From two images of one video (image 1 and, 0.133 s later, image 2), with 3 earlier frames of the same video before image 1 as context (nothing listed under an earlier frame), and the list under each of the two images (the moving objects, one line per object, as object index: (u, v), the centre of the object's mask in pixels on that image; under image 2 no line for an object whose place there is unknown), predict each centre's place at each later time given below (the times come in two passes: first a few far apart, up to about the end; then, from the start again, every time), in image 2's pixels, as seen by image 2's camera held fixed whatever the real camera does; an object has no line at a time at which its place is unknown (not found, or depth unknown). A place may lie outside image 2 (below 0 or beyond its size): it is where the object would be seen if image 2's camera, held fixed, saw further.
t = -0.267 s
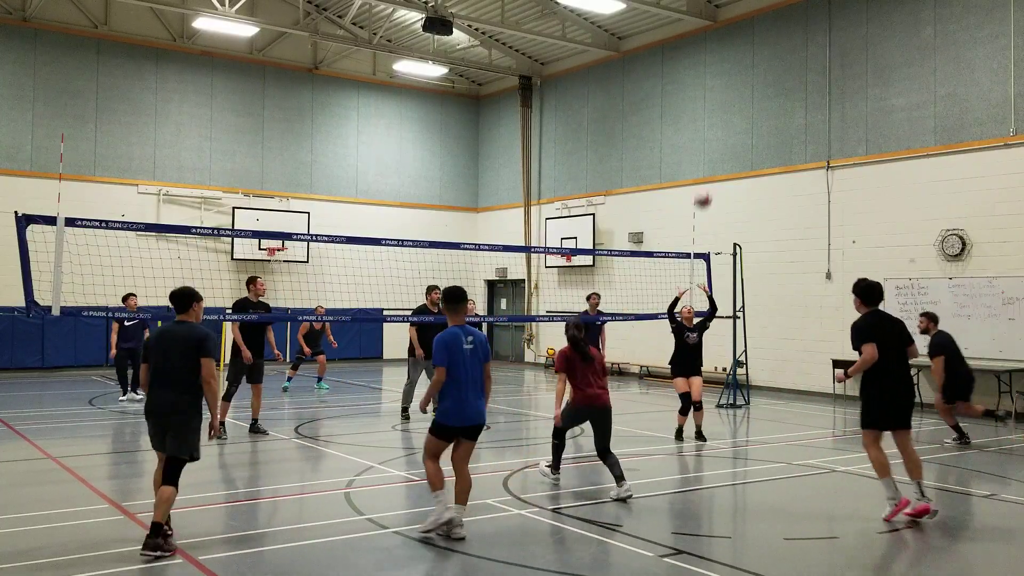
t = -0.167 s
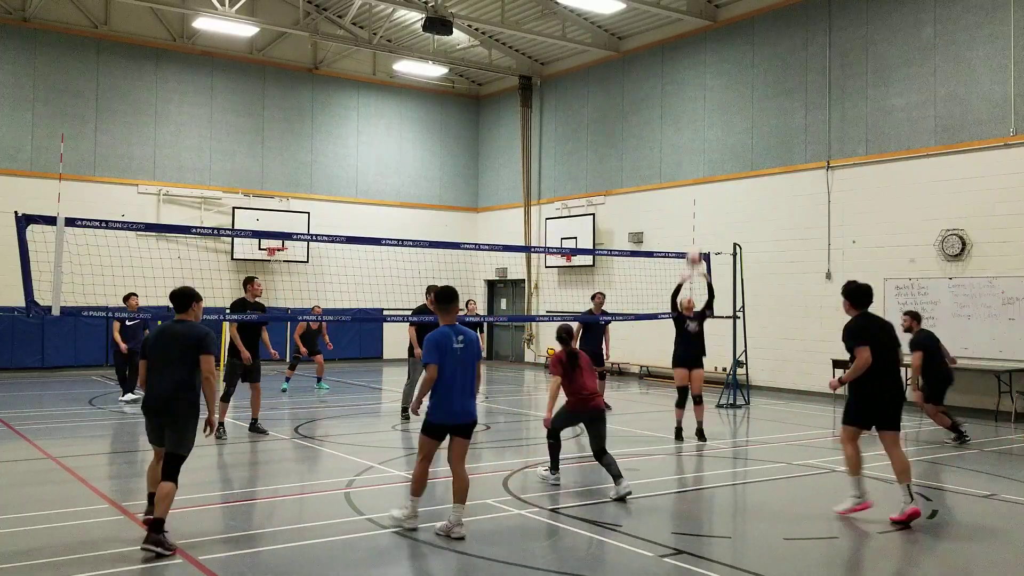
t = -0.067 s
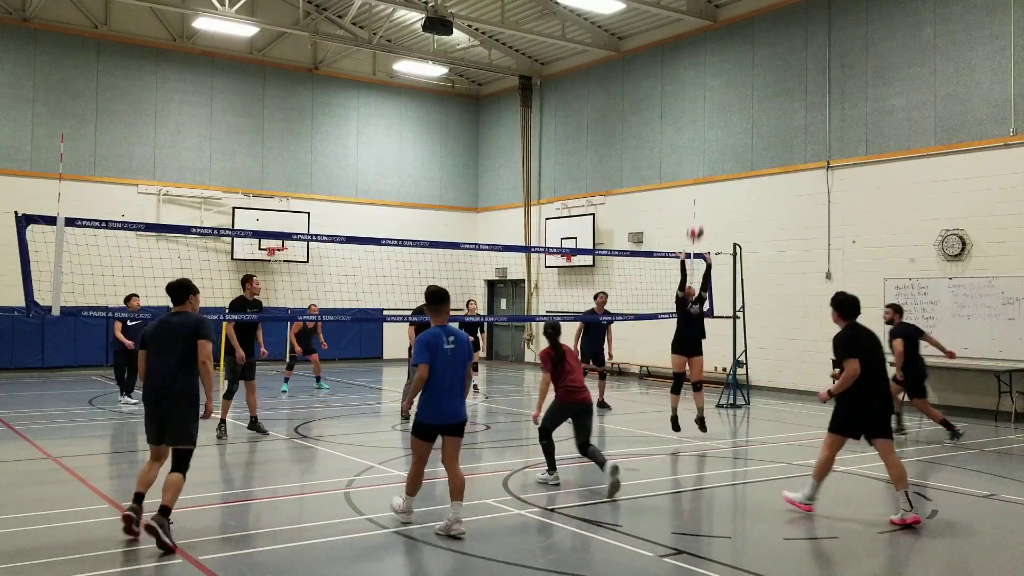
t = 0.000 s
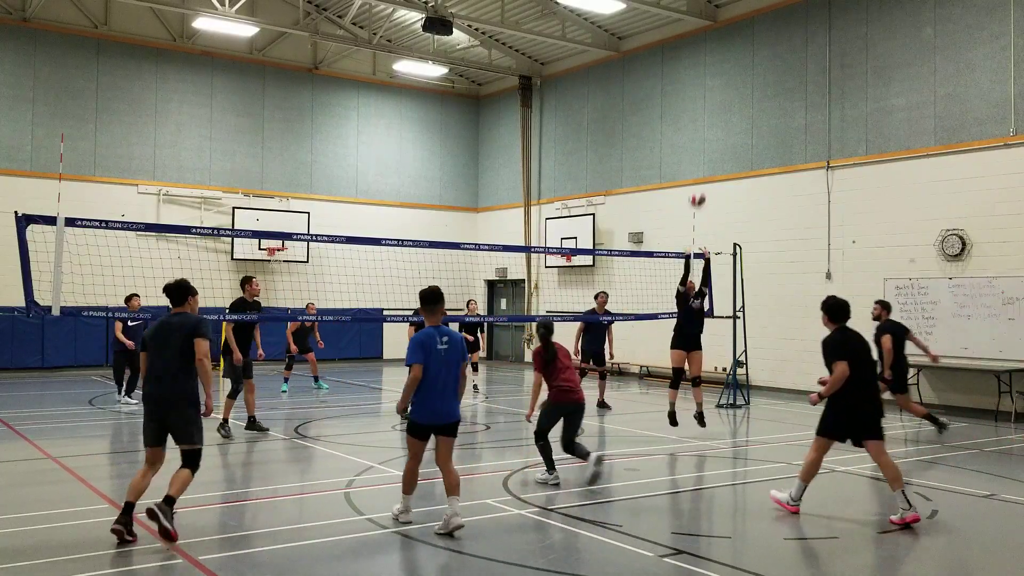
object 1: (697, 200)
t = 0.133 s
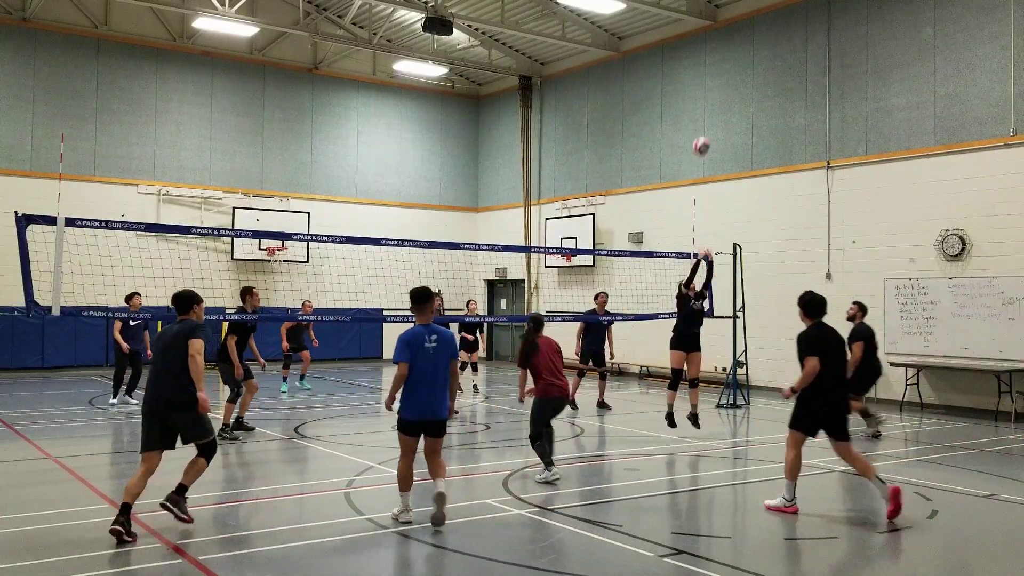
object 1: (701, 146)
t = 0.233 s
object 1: (705, 117)
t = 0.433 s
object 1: (712, 85)
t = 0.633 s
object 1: (718, 84)
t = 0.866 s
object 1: (725, 117)
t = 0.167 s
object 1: (702, 135)
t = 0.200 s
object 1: (704, 125)
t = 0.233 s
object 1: (705, 117)
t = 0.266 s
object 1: (706, 109)
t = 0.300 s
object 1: (708, 102)
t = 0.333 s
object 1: (709, 97)
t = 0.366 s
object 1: (710, 92)
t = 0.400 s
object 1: (711, 88)
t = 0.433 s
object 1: (712, 85)
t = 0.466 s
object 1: (713, 83)
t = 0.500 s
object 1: (714, 82)
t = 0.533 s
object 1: (715, 81)
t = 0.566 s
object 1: (717, 81)
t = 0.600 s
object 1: (717, 82)
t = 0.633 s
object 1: (718, 84)
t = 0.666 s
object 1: (720, 86)
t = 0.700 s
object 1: (720, 89)
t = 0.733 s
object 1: (721, 93)
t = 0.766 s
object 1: (722, 98)
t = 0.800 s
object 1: (723, 103)
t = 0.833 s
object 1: (724, 111)
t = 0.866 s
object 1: (725, 117)
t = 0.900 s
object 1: (726, 125)
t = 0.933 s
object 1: (726, 133)
